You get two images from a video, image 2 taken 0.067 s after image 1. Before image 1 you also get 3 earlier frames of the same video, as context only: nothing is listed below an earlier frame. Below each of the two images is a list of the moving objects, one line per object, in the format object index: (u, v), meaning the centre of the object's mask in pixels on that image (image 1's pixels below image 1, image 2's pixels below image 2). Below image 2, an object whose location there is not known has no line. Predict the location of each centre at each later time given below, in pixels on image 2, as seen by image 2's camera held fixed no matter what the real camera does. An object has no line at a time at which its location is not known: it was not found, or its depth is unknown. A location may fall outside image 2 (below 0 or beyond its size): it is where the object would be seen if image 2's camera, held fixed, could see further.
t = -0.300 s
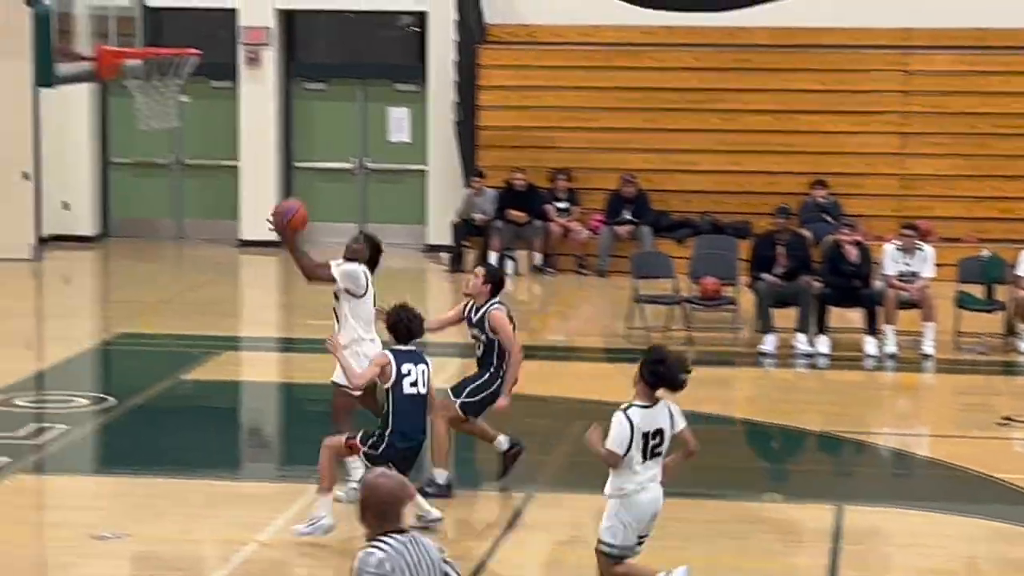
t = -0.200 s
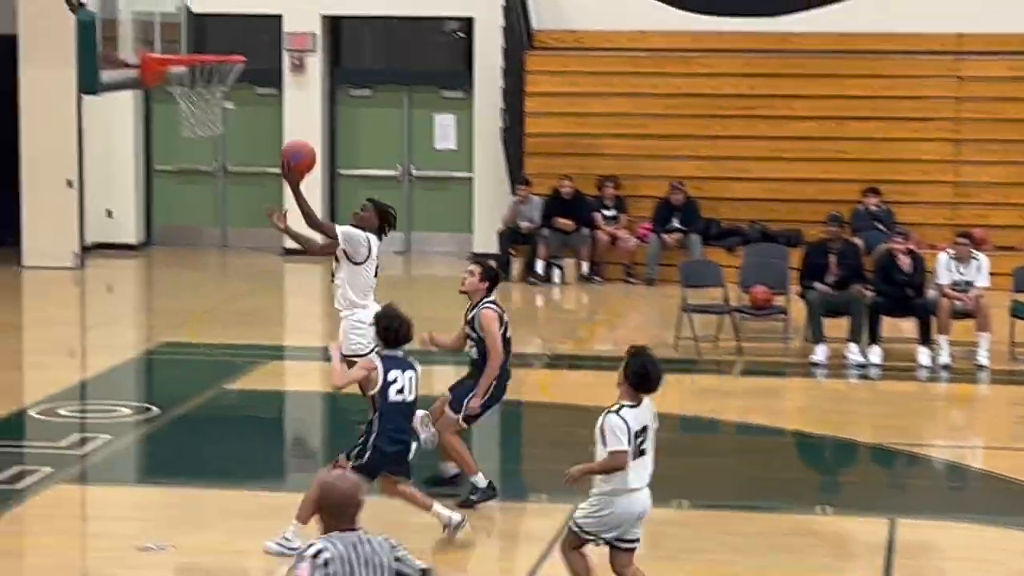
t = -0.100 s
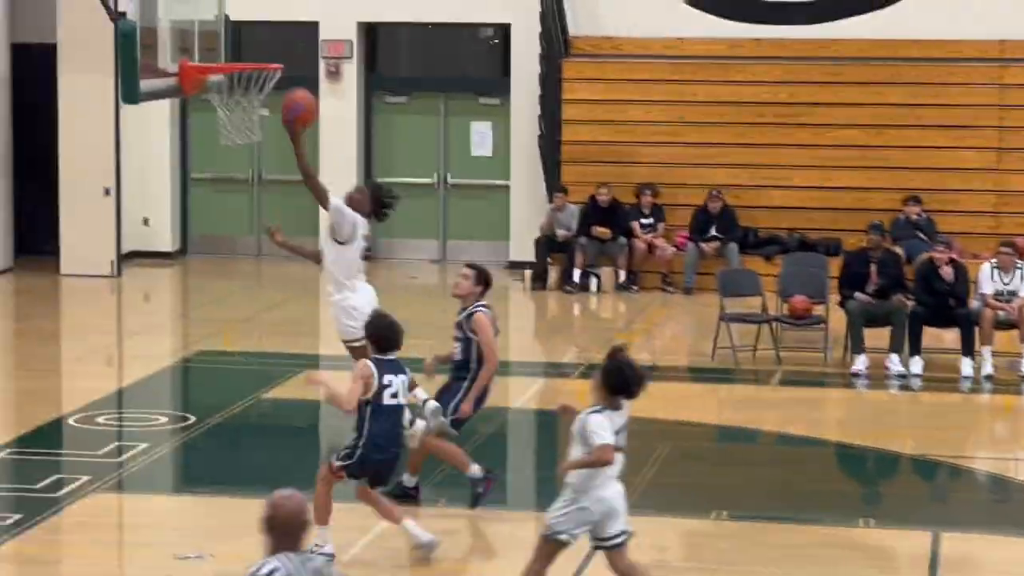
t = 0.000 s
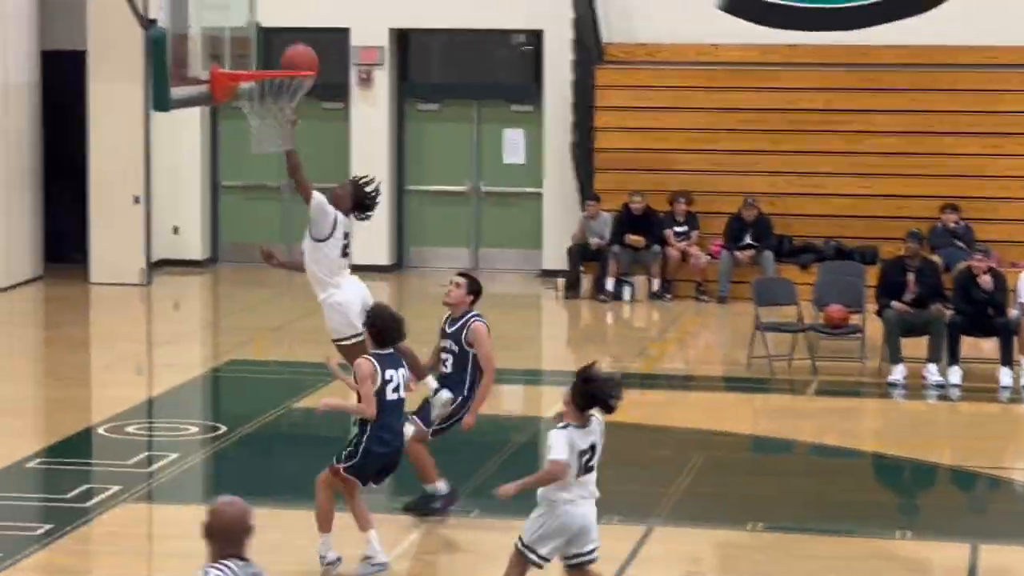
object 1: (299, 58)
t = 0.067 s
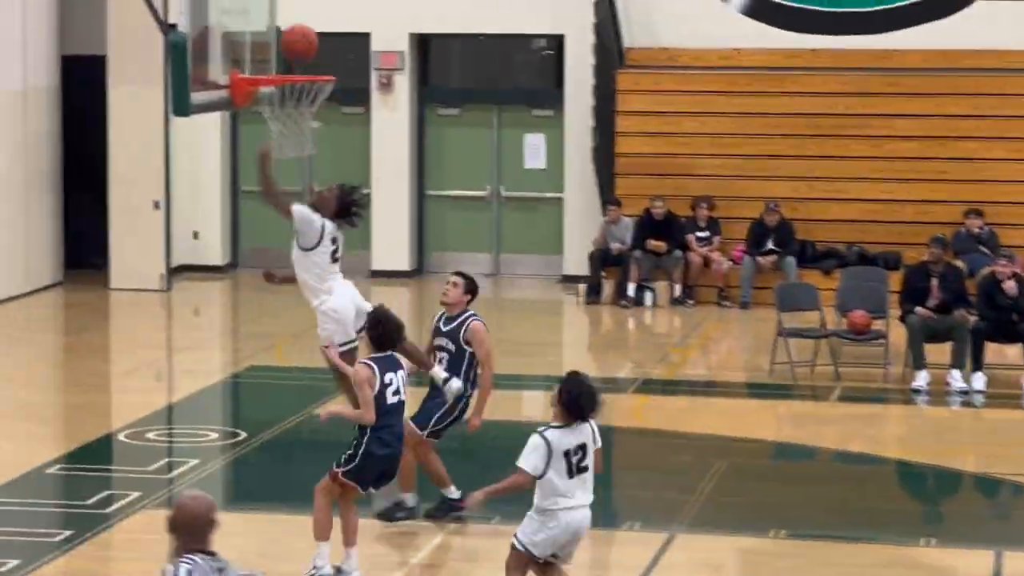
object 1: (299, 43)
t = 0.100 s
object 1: (287, 33)
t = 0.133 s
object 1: (277, 24)
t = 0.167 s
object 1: (267, 18)
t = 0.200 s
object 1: (271, 15)
